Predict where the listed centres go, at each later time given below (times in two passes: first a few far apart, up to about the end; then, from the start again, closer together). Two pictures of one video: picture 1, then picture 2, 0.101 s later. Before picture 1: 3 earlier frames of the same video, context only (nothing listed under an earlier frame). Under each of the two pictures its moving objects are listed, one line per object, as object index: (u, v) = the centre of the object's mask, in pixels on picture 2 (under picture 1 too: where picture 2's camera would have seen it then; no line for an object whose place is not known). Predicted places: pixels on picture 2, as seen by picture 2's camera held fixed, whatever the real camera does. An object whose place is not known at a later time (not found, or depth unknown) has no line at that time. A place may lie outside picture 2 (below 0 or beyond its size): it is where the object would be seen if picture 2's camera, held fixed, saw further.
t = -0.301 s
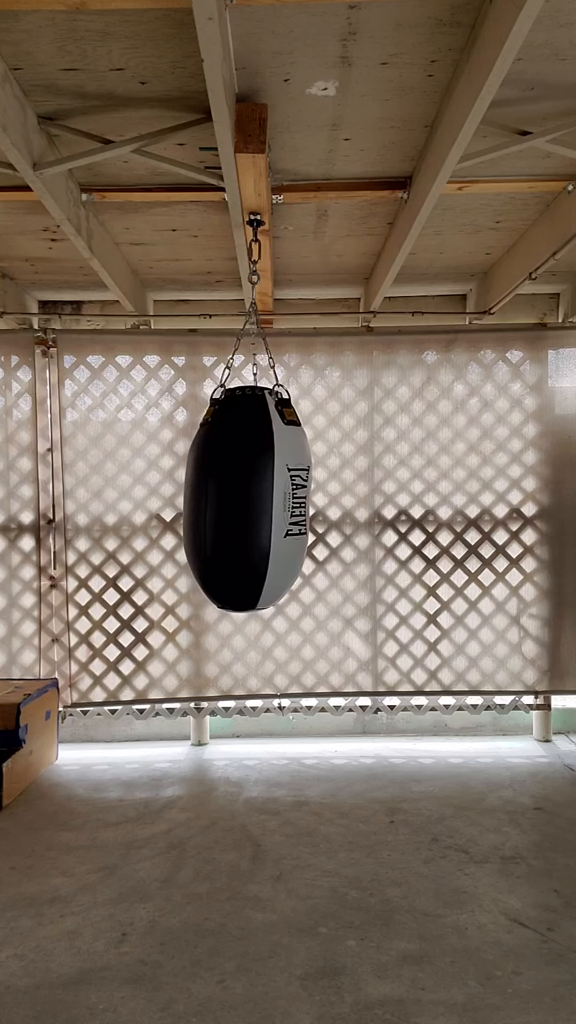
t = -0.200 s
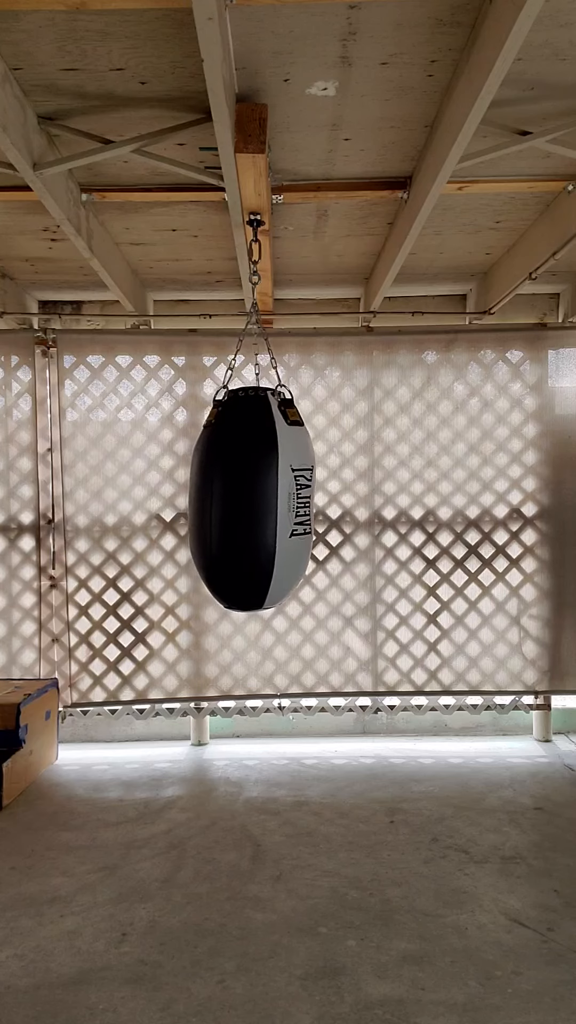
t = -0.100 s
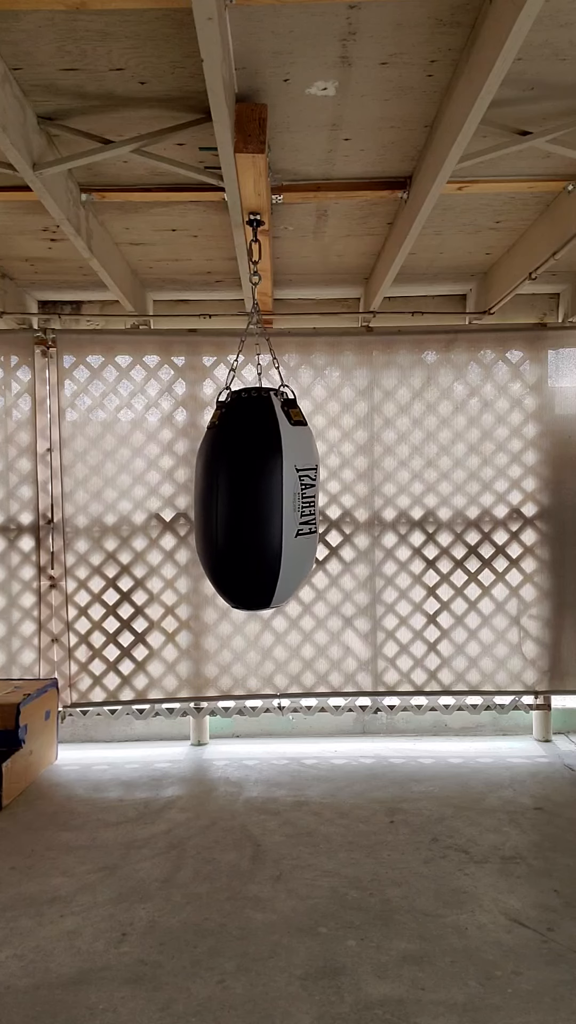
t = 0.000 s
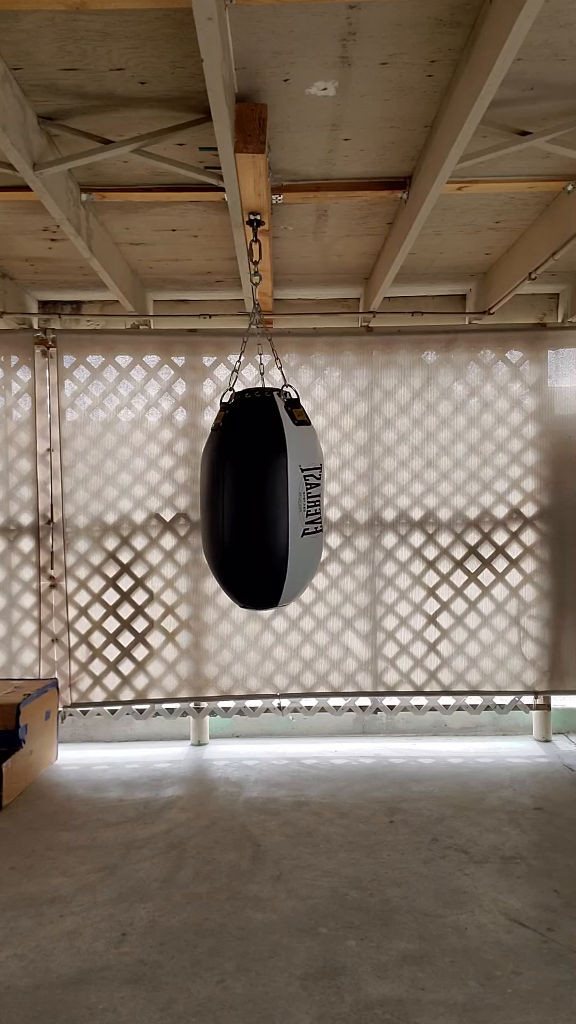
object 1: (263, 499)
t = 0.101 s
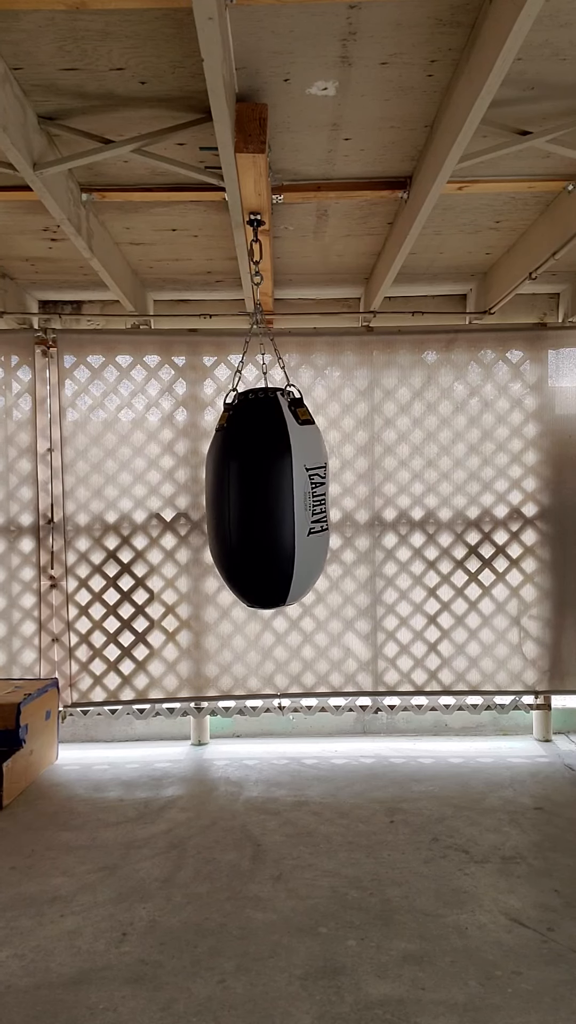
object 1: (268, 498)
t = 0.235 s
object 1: (273, 498)
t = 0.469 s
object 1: (276, 498)
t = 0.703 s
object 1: (270, 499)
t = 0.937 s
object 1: (258, 499)
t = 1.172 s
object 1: (247, 499)
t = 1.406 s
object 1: (242, 499)
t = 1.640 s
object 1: (247, 499)
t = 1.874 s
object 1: (258, 499)
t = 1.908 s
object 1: (260, 499)
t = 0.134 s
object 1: (269, 498)
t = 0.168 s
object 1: (271, 498)
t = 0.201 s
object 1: (272, 498)
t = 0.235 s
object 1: (273, 498)
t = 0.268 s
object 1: (274, 498)
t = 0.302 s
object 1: (275, 498)
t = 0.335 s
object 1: (275, 498)
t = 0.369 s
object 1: (276, 498)
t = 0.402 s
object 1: (276, 498)
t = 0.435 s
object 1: (276, 498)
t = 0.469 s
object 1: (276, 498)
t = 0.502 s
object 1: (276, 498)
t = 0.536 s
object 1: (275, 498)
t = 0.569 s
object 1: (275, 498)
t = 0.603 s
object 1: (274, 498)
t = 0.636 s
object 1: (273, 498)
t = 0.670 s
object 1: (272, 499)
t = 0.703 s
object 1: (270, 499)
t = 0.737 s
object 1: (269, 499)
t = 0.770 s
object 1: (267, 499)
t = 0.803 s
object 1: (266, 499)
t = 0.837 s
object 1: (264, 499)
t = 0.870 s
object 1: (262, 499)
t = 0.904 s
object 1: (260, 499)
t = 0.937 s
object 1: (258, 499)
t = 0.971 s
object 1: (257, 499)
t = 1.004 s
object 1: (255, 499)
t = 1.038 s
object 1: (253, 500)
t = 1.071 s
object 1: (251, 499)
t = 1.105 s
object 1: (250, 499)
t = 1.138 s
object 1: (248, 499)
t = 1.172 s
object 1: (247, 499)
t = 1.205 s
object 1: (246, 499)
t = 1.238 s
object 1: (245, 499)
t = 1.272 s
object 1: (244, 499)
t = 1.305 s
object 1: (243, 499)
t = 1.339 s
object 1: (243, 499)
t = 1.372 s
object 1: (242, 499)
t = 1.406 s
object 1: (242, 499)
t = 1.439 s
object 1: (242, 499)
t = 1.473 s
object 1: (242, 499)
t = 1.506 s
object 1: (243, 499)
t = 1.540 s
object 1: (244, 499)
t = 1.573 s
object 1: (245, 499)
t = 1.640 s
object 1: (247, 499)
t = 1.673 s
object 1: (248, 499)
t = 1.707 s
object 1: (249, 499)
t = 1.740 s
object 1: (251, 499)
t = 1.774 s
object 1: (253, 499)
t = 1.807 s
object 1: (254, 499)
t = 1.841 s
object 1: (256, 499)
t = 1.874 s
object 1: (258, 499)
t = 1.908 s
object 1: (260, 499)
